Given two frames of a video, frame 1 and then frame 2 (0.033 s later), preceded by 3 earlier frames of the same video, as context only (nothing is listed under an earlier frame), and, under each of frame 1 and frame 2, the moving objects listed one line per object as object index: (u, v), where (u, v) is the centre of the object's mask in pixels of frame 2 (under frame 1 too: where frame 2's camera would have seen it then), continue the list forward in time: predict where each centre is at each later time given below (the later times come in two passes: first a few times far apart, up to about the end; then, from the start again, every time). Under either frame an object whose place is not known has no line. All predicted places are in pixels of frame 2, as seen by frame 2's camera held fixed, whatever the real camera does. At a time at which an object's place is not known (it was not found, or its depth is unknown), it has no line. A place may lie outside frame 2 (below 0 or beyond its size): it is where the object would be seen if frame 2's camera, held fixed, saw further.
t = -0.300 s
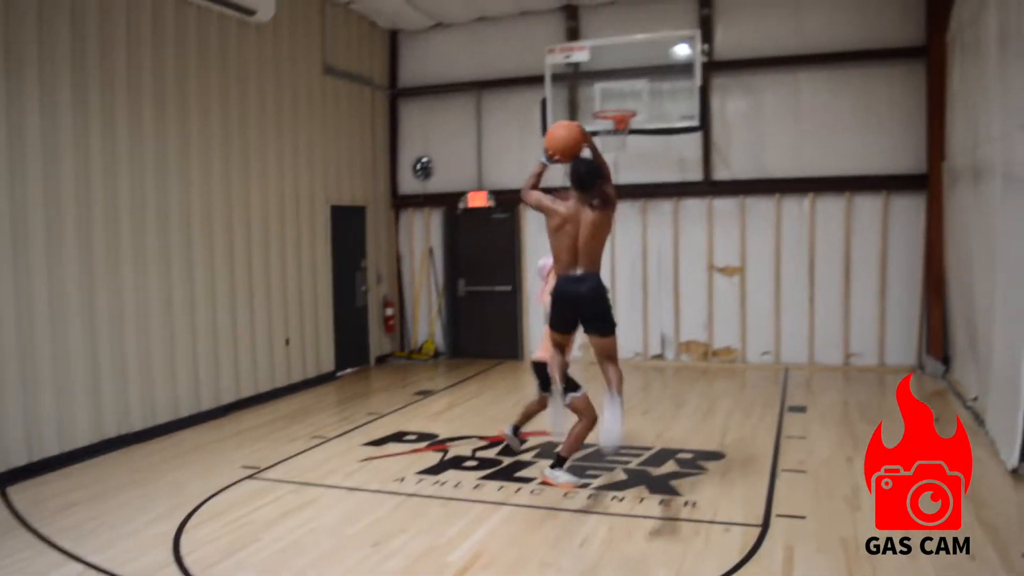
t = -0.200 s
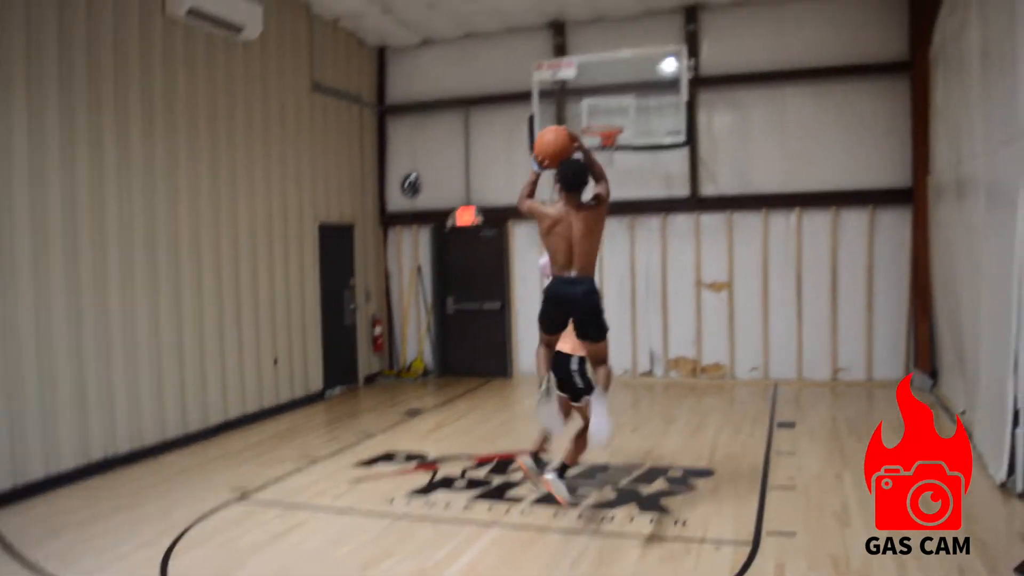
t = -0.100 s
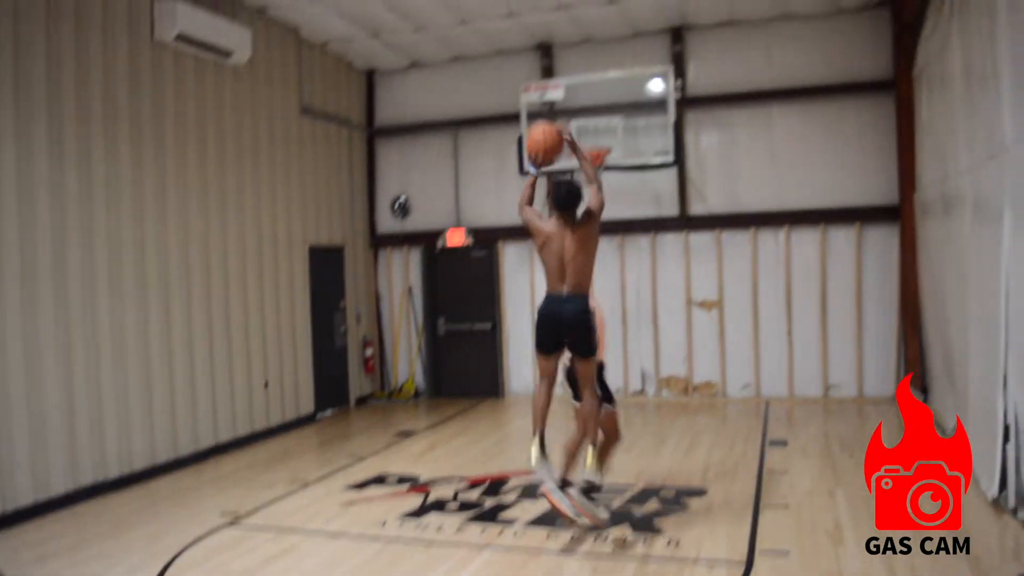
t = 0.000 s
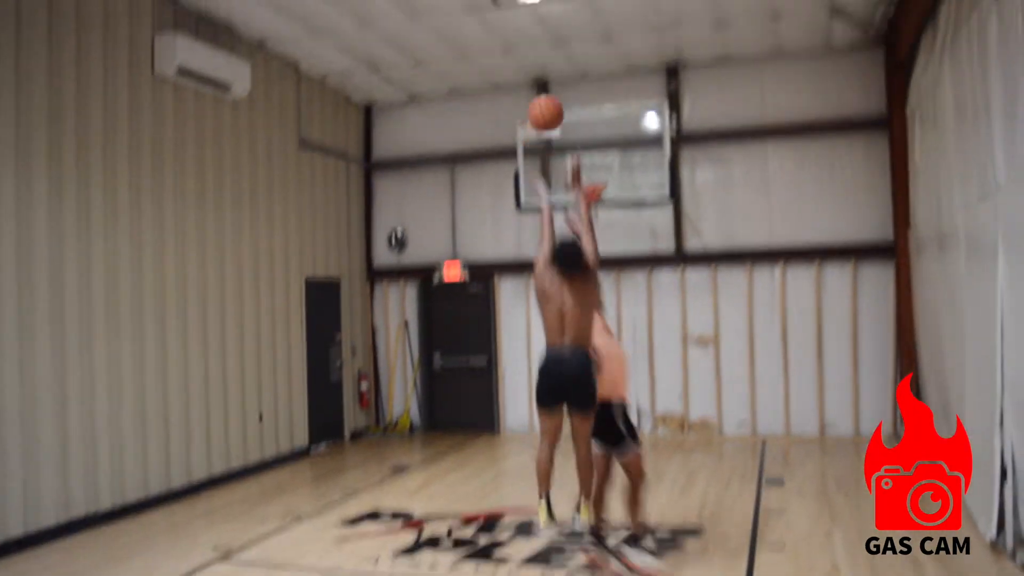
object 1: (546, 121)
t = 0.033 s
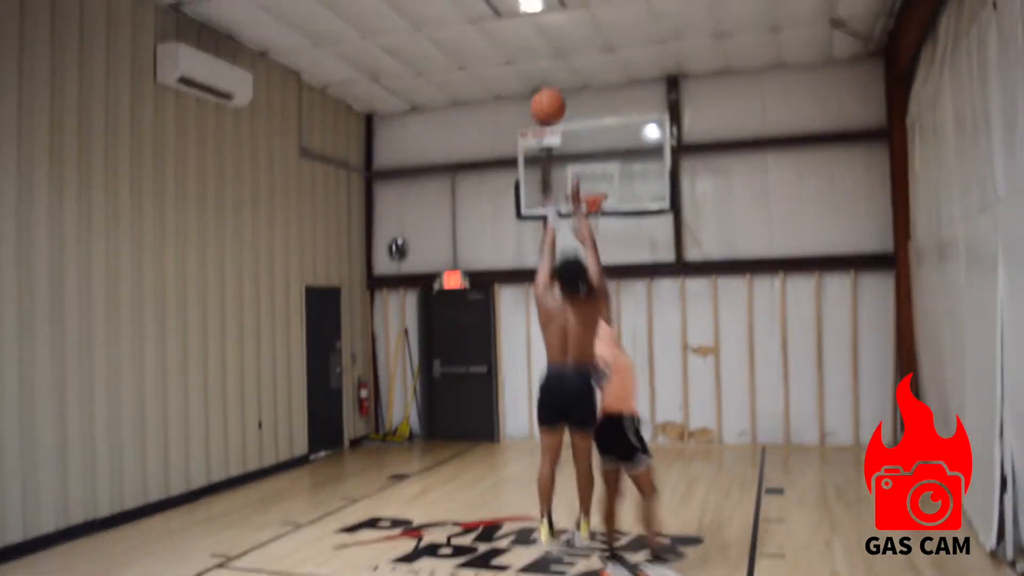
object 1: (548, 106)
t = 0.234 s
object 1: (558, 49)
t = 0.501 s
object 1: (567, 54)
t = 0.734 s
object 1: (575, 110)
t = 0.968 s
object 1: (586, 200)
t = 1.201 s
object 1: (589, 238)
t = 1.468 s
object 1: (590, 307)
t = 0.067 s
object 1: (549, 92)
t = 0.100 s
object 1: (551, 80)
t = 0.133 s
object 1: (553, 70)
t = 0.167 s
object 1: (556, 62)
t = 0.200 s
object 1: (557, 56)
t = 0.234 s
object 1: (558, 49)
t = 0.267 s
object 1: (558, 46)
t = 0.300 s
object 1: (559, 44)
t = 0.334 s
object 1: (561, 43)
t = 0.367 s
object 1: (562, 43)
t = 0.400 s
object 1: (564, 44)
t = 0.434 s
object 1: (565, 46)
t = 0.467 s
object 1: (566, 49)
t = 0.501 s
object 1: (567, 54)
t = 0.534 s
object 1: (568, 60)
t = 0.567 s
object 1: (570, 66)
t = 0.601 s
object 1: (571, 73)
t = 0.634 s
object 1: (572, 82)
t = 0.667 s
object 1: (573, 91)
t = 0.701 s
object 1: (574, 100)
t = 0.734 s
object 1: (575, 110)
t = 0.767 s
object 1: (578, 122)
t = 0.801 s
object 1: (579, 135)
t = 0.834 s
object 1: (580, 146)
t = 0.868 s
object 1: (582, 159)
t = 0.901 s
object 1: (583, 172)
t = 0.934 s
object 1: (584, 186)
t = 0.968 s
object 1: (586, 200)
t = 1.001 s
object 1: (589, 209)
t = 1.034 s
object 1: (588, 219)
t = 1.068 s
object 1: (588, 226)
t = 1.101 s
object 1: (588, 229)
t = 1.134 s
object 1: (589, 231)
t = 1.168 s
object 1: (589, 234)
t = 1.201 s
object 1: (589, 238)
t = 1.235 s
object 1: (589, 243)
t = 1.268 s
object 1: (589, 248)
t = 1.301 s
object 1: (589, 255)
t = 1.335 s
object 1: (589, 266)
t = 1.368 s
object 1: (589, 273)
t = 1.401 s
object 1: (590, 282)
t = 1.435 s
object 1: (589, 294)
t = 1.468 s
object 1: (590, 307)
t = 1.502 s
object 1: (590, 320)
